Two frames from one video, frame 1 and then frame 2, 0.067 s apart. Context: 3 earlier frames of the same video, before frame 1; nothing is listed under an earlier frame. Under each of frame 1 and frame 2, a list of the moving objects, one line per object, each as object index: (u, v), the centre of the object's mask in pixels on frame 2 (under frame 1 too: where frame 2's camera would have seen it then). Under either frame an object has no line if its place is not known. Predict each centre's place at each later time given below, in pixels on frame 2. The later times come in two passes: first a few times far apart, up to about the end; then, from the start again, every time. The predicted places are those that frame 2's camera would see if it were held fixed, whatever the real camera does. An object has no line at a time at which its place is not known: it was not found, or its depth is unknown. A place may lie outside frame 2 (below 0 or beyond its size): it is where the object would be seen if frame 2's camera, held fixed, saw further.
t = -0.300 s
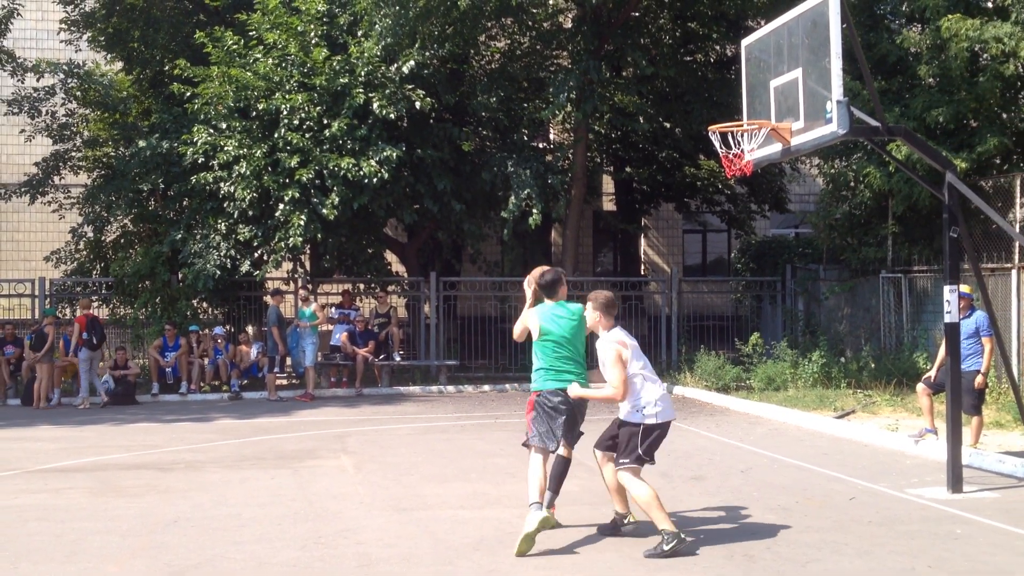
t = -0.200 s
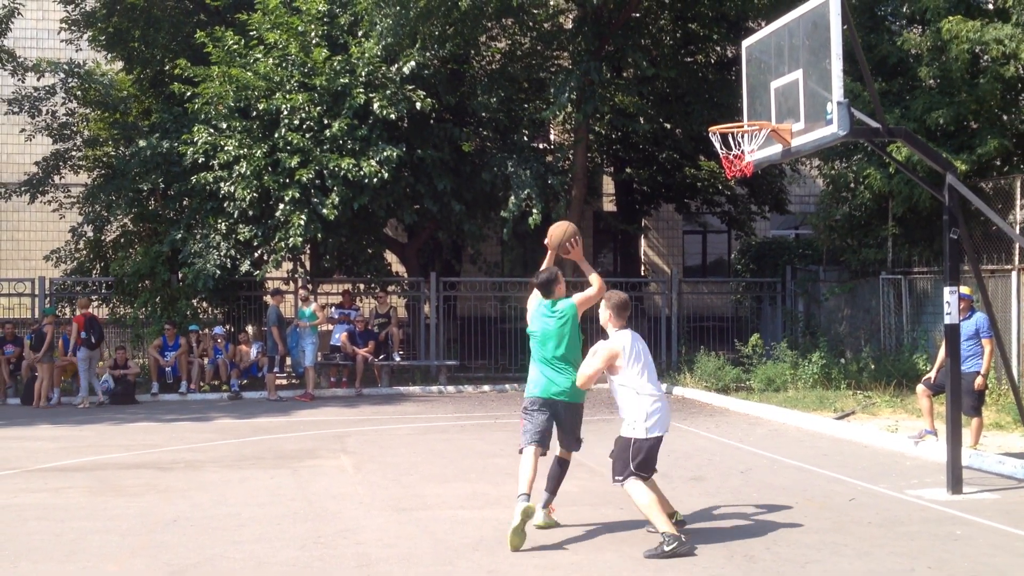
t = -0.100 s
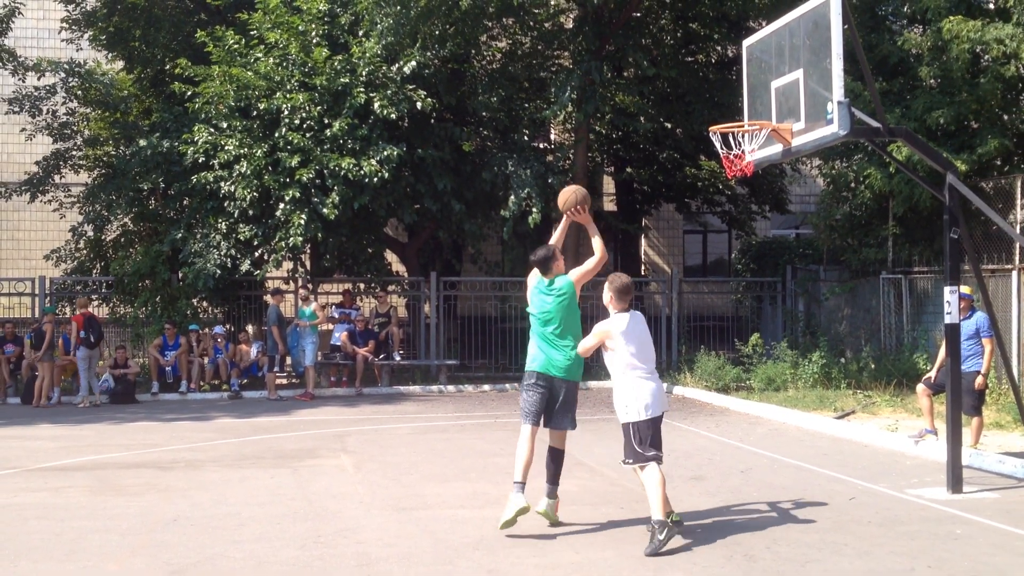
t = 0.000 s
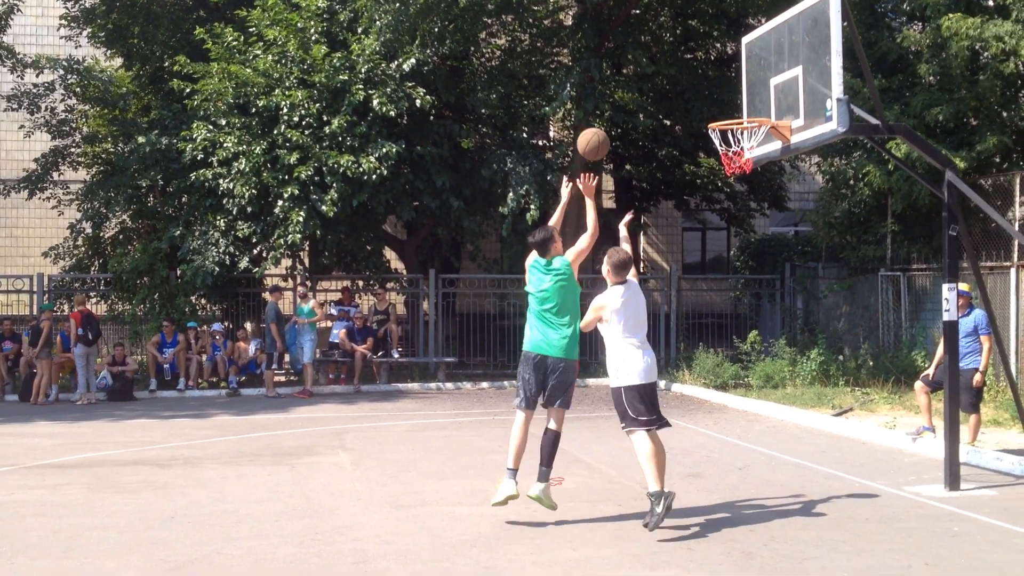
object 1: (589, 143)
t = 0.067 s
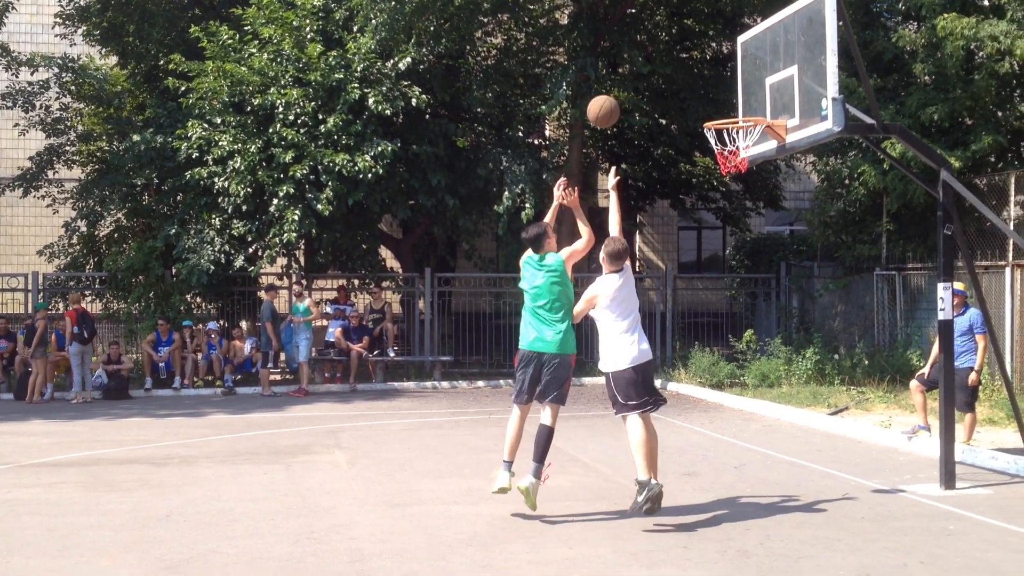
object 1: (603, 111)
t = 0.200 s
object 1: (632, 66)
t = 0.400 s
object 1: (672, 42)
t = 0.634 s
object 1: (716, 78)
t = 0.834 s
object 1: (740, 109)
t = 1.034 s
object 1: (719, 104)
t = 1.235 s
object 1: (708, 105)
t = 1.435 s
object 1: (707, 108)
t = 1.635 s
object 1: (708, 109)
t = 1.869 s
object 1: (718, 112)
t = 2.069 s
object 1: (731, 158)
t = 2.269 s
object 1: (744, 240)
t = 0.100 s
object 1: (611, 98)
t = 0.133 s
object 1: (618, 86)
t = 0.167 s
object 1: (624, 75)
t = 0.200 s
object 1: (632, 66)
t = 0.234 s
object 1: (639, 58)
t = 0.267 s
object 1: (645, 52)
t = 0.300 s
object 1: (652, 47)
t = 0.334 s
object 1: (659, 45)
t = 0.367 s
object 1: (666, 43)
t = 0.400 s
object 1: (672, 42)
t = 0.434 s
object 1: (679, 43)
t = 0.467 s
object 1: (685, 46)
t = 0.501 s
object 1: (691, 50)
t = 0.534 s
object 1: (698, 55)
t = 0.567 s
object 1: (704, 62)
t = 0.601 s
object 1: (710, 70)
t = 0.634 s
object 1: (716, 78)
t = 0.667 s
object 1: (722, 89)
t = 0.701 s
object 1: (727, 101)
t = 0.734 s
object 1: (733, 110)
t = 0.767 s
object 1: (735, 111)
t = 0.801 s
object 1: (738, 109)
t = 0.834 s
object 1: (740, 109)
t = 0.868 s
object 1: (741, 109)
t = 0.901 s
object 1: (737, 107)
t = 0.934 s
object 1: (732, 105)
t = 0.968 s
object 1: (727, 104)
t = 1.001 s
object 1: (723, 104)
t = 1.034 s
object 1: (719, 104)
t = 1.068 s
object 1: (714, 107)
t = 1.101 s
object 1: (709, 109)
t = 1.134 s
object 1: (709, 109)
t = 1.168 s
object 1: (708, 108)
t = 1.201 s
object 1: (707, 106)
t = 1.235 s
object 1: (708, 105)
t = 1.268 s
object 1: (707, 105)
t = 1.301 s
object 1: (707, 106)
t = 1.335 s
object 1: (706, 108)
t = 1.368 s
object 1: (706, 109)
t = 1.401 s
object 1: (706, 108)
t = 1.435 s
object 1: (707, 108)
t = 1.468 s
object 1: (706, 108)
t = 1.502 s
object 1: (706, 109)
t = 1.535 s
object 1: (706, 109)
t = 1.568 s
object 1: (706, 109)
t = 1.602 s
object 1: (707, 108)
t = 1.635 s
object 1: (708, 109)
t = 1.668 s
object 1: (709, 109)
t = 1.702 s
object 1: (710, 109)
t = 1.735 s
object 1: (711, 109)
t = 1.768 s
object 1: (712, 109)
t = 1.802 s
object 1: (714, 110)
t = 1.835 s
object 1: (716, 111)
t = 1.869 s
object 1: (718, 112)
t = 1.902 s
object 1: (721, 119)
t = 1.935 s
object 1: (723, 124)
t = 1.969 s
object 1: (726, 130)
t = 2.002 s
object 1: (727, 137)
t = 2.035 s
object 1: (729, 146)
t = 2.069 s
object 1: (731, 158)
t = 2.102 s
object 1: (734, 167)
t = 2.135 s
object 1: (736, 179)
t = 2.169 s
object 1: (738, 192)
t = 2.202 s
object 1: (740, 207)
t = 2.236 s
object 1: (741, 223)
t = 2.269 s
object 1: (744, 240)
